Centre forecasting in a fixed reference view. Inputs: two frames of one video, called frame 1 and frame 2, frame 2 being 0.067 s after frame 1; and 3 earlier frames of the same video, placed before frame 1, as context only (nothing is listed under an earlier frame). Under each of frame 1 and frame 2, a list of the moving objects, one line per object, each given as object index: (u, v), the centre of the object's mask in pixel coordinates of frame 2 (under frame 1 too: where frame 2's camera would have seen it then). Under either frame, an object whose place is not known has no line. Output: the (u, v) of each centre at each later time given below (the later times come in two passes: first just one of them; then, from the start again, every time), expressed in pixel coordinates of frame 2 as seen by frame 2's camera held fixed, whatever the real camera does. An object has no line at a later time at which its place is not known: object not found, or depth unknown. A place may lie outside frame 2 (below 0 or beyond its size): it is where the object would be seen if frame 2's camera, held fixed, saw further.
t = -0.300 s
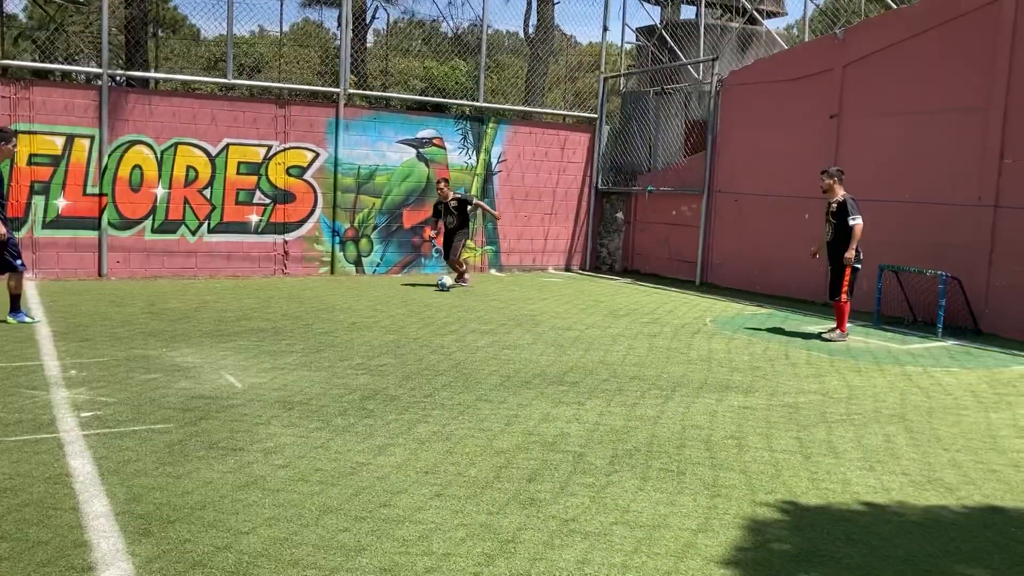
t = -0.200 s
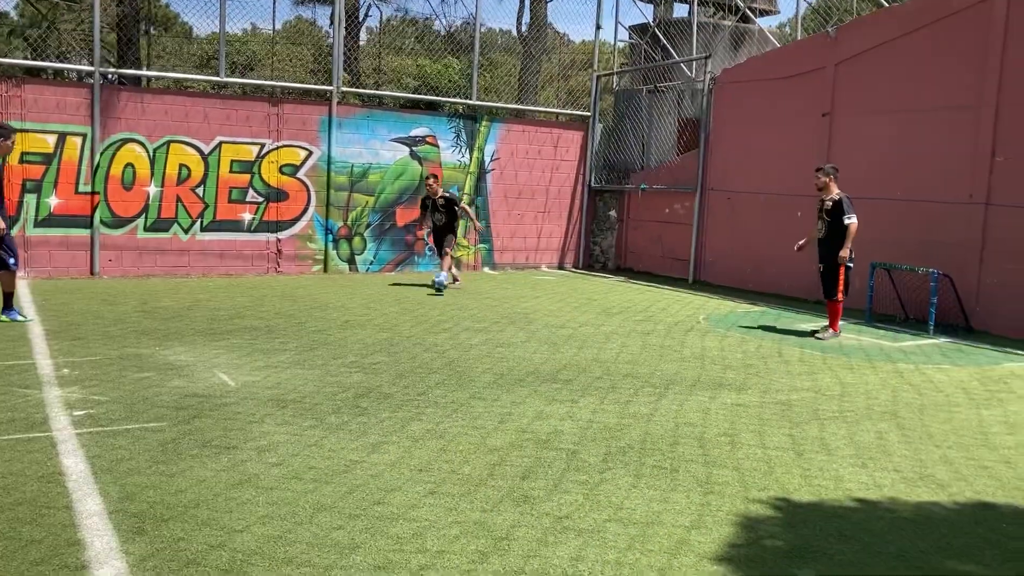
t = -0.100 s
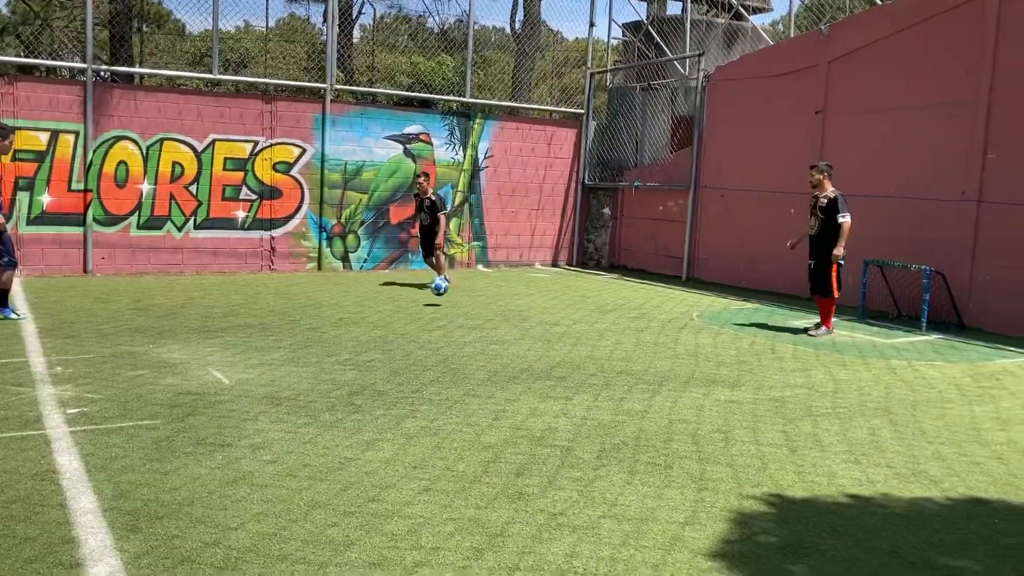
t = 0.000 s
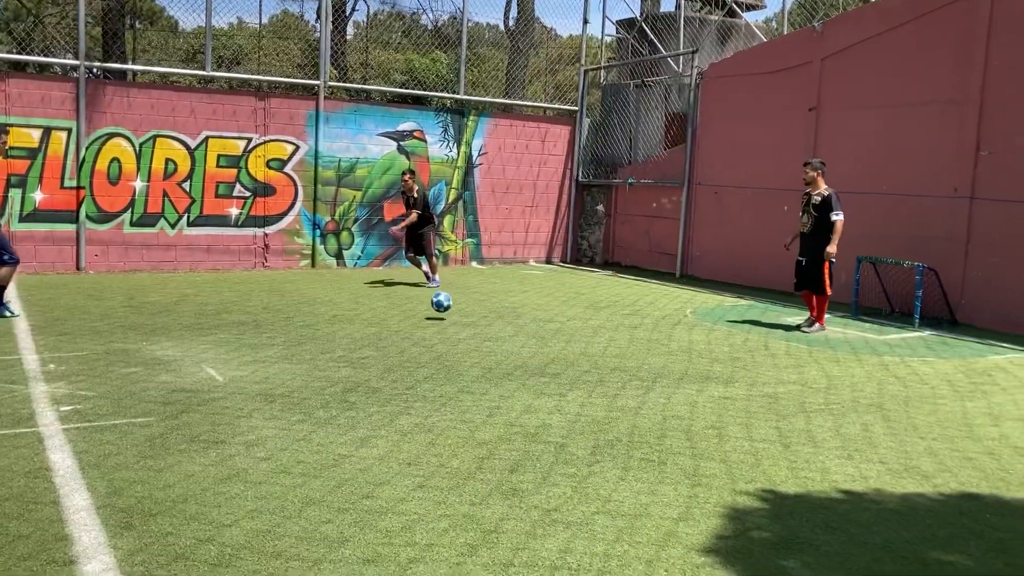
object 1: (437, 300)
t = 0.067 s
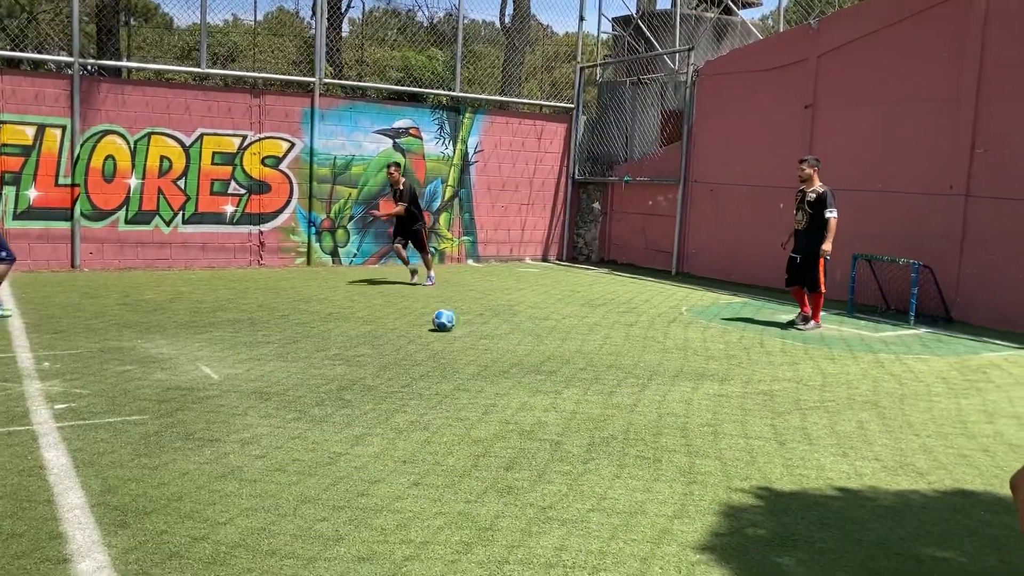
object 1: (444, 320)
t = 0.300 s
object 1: (479, 367)
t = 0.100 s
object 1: (447, 322)
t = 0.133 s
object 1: (452, 325)
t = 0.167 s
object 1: (456, 329)
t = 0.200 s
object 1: (461, 335)
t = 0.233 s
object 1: (466, 343)
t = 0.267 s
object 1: (472, 354)
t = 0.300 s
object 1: (479, 367)
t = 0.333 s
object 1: (487, 380)
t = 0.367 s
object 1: (494, 386)
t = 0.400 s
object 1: (502, 394)
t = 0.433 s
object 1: (511, 405)
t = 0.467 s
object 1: (521, 420)
